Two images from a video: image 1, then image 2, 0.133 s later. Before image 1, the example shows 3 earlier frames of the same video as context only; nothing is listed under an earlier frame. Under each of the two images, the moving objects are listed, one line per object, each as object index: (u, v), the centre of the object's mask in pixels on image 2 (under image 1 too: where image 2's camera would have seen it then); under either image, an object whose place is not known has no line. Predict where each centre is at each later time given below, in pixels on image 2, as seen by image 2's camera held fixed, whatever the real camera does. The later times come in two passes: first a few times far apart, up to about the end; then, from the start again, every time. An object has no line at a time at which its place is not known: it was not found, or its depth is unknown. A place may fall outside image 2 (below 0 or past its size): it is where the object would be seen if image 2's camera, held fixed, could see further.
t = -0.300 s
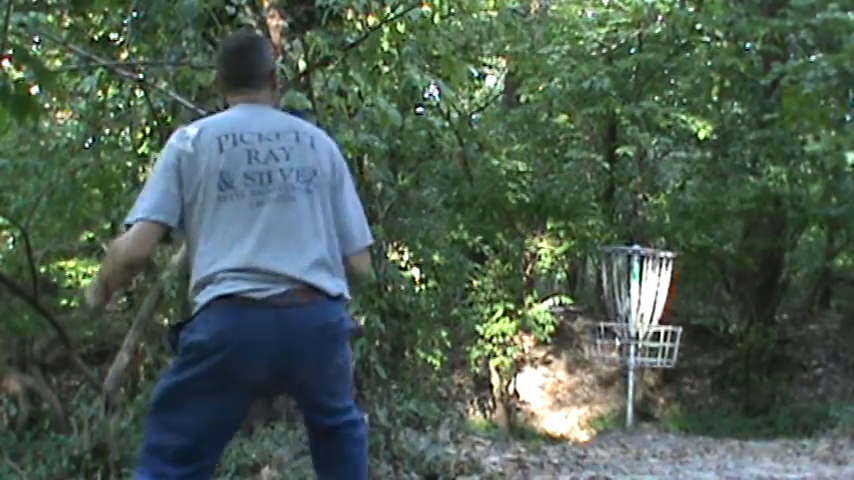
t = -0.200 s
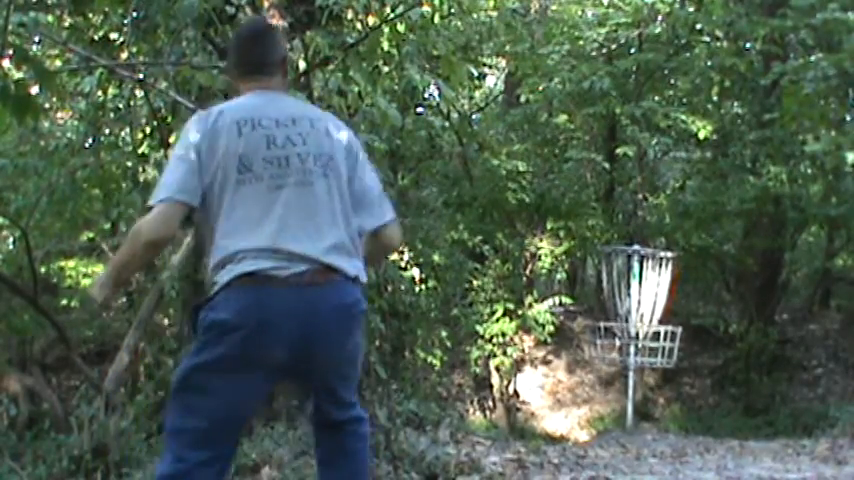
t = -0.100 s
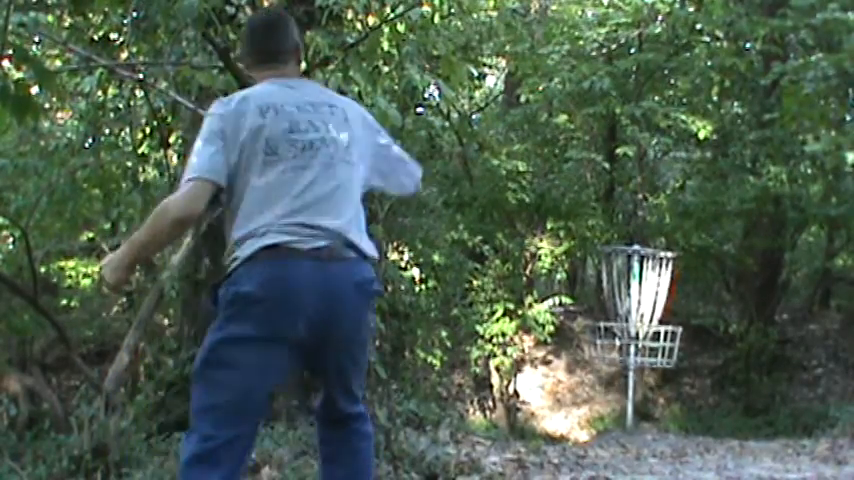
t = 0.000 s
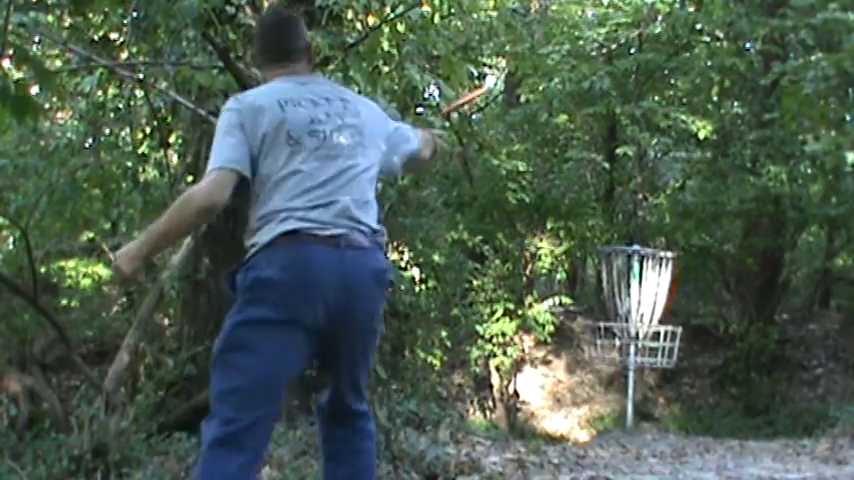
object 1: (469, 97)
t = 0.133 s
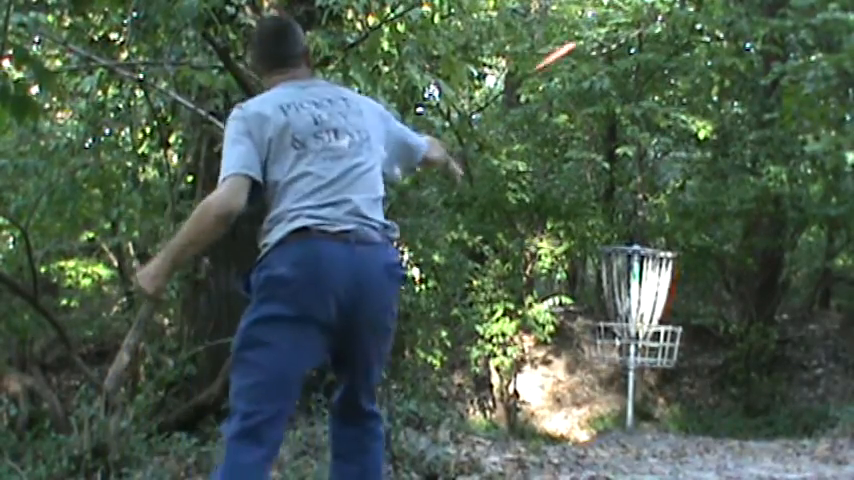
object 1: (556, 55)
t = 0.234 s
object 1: (606, 51)
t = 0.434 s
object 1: (675, 83)
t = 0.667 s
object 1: (711, 161)
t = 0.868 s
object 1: (704, 249)
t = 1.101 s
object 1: (692, 361)
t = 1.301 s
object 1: (728, 430)
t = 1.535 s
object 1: (759, 423)
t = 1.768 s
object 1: (770, 427)
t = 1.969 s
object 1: (767, 428)
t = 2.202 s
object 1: (756, 428)
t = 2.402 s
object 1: (740, 428)
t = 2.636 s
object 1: (715, 429)
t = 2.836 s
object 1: (692, 428)
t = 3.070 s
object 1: (663, 425)
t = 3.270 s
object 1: (632, 427)
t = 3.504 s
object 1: (599, 429)
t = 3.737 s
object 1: (563, 436)
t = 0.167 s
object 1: (574, 52)
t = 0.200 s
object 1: (591, 51)
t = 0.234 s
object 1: (606, 51)
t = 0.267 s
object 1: (621, 53)
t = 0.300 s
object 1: (635, 56)
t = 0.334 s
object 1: (647, 62)
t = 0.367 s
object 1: (657, 68)
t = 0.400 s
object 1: (666, 75)
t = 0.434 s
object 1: (675, 83)
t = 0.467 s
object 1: (683, 92)
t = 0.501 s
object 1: (690, 102)
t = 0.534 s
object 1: (695, 113)
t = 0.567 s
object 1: (701, 123)
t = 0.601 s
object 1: (706, 135)
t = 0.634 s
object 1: (708, 148)
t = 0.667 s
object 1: (711, 161)
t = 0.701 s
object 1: (712, 174)
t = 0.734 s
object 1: (713, 188)
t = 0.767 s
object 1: (712, 201)
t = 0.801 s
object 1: (710, 217)
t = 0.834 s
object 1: (708, 234)
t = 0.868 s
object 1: (704, 249)
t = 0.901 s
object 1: (701, 265)
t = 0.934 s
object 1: (697, 281)
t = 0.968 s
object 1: (691, 300)
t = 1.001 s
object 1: (686, 317)
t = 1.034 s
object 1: (681, 335)
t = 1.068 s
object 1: (684, 347)
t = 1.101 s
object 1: (692, 361)
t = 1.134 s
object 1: (697, 377)
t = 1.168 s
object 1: (704, 392)
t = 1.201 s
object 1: (711, 407)
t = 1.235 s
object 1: (717, 425)
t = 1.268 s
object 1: (722, 436)
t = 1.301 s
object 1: (728, 430)
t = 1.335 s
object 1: (733, 426)
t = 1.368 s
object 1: (738, 423)
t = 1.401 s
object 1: (743, 418)
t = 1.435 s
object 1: (747, 417)
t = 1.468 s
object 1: (751, 418)
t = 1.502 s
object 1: (755, 421)
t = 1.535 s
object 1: (759, 423)
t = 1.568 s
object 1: (764, 428)
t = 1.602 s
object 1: (765, 427)
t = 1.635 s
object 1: (767, 425)
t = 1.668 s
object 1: (767, 426)
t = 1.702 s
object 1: (768, 426)
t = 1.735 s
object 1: (769, 427)
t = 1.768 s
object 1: (770, 427)
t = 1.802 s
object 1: (769, 425)
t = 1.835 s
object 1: (769, 427)
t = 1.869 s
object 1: (769, 427)
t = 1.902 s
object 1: (768, 428)
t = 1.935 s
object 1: (768, 428)
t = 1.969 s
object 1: (767, 428)
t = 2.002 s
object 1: (766, 427)
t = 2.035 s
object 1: (767, 430)
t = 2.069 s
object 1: (765, 429)
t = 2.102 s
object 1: (763, 429)
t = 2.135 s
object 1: (762, 428)
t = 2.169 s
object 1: (759, 429)
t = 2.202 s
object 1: (756, 428)
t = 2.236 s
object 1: (754, 428)
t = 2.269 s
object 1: (752, 429)
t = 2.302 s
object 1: (749, 428)
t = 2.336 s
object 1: (746, 427)
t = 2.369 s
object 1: (743, 427)
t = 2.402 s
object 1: (740, 428)
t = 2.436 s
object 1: (737, 430)
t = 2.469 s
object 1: (734, 429)
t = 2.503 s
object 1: (730, 430)
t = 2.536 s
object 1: (726, 430)
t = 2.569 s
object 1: (723, 430)
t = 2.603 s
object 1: (719, 429)
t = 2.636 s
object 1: (715, 429)
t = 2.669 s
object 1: (712, 429)
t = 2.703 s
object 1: (708, 429)
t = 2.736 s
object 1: (704, 429)
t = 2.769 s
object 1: (700, 429)
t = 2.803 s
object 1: (696, 428)
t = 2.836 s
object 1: (692, 428)
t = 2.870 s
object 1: (687, 428)
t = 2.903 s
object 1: (683, 428)
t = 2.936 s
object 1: (679, 427)
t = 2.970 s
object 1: (676, 428)
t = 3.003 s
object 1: (671, 427)
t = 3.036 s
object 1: (667, 426)
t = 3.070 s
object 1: (663, 425)
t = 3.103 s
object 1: (656, 426)
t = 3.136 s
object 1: (652, 426)
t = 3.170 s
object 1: (647, 426)
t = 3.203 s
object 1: (645, 426)
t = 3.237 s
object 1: (641, 426)
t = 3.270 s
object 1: (632, 427)
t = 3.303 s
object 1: (623, 426)
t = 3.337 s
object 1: (622, 426)
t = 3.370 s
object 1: (617, 426)
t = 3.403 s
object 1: (613, 427)
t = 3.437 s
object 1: (609, 427)
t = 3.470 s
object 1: (606, 429)
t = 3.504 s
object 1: (599, 429)
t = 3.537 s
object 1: (592, 431)
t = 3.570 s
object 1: (588, 433)
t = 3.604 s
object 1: (584, 433)
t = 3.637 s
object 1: (578, 434)
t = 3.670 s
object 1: (573, 435)
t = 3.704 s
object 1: (568, 435)
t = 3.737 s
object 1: (563, 436)
